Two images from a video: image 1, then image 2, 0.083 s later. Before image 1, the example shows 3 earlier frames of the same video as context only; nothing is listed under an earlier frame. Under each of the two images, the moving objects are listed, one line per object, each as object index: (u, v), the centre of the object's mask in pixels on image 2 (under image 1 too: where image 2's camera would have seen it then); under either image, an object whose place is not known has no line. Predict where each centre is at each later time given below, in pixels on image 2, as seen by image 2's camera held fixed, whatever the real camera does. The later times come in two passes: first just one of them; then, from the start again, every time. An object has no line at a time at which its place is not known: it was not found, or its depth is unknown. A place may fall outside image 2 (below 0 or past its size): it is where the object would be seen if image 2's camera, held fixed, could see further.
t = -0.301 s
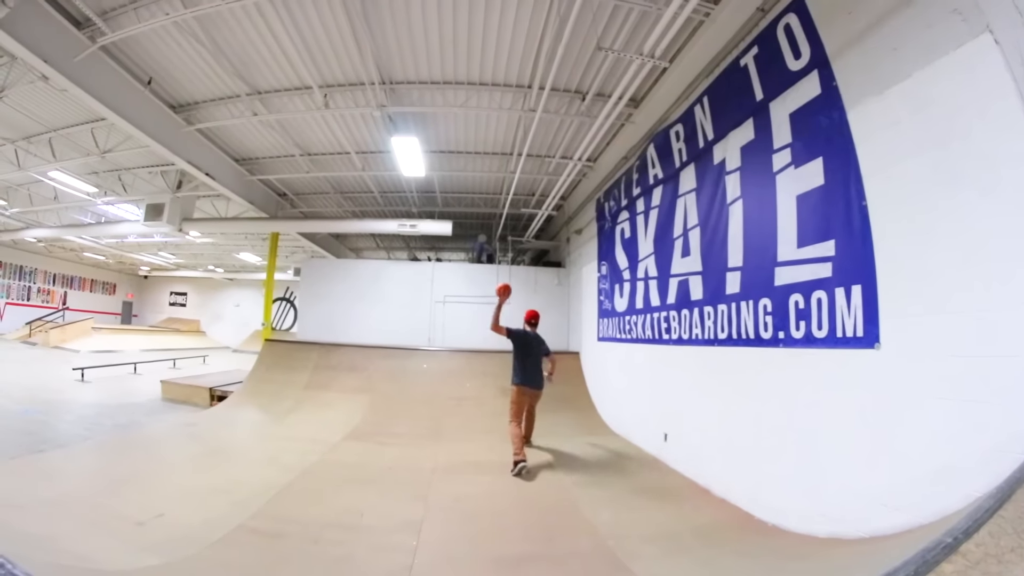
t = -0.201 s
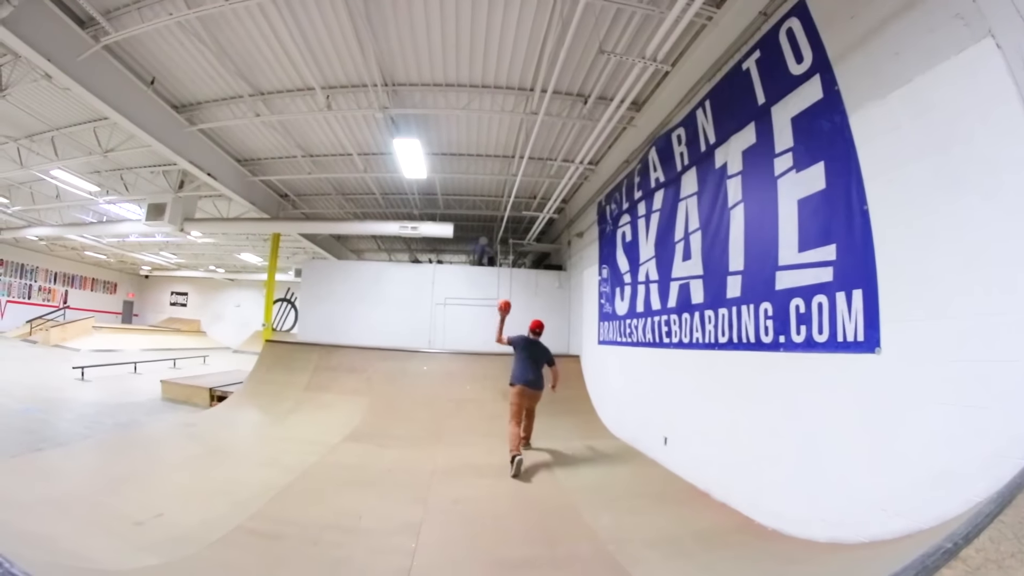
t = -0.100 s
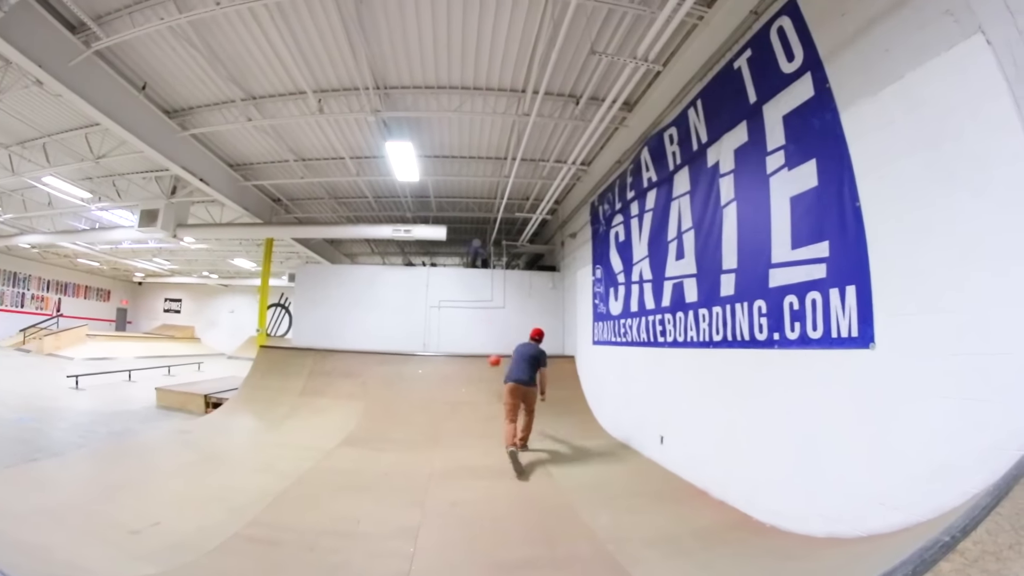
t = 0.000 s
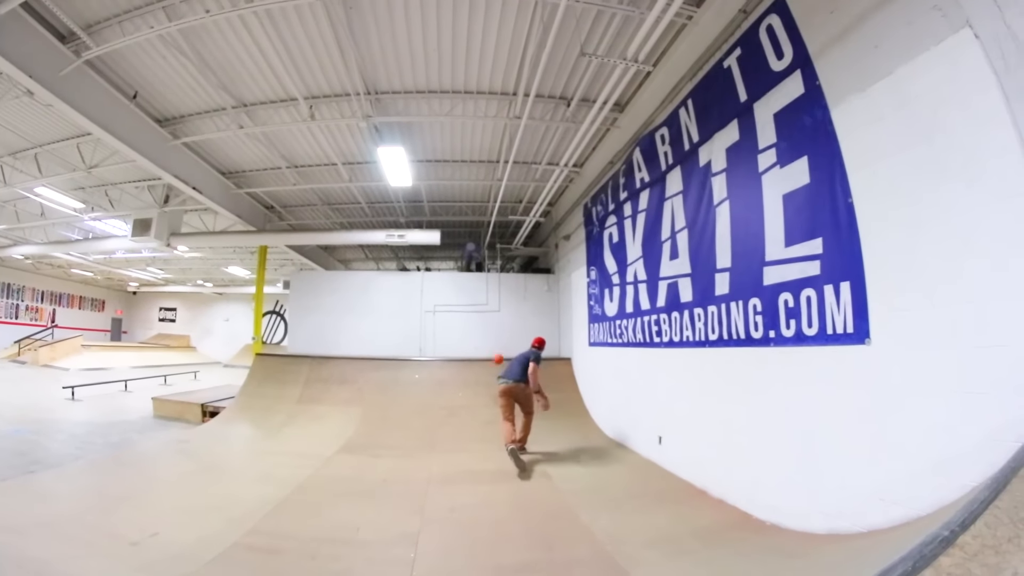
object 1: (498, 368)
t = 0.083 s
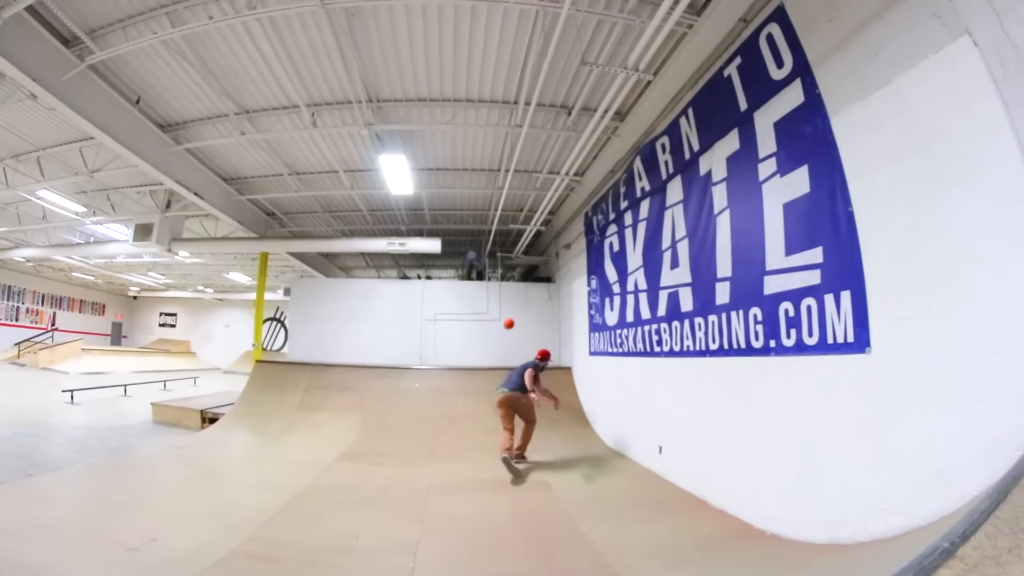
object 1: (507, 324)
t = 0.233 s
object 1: (533, 239)
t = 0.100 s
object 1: (510, 314)
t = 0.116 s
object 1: (514, 305)
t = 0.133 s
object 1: (516, 296)
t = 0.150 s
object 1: (518, 286)
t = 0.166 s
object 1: (520, 276)
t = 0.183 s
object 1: (523, 267)
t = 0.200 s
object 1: (526, 258)
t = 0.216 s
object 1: (528, 248)
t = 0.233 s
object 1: (533, 239)
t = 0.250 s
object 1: (536, 229)
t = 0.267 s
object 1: (538, 219)
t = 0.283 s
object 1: (541, 210)
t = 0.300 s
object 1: (546, 200)
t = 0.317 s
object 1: (549, 191)
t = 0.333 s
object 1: (552, 182)
